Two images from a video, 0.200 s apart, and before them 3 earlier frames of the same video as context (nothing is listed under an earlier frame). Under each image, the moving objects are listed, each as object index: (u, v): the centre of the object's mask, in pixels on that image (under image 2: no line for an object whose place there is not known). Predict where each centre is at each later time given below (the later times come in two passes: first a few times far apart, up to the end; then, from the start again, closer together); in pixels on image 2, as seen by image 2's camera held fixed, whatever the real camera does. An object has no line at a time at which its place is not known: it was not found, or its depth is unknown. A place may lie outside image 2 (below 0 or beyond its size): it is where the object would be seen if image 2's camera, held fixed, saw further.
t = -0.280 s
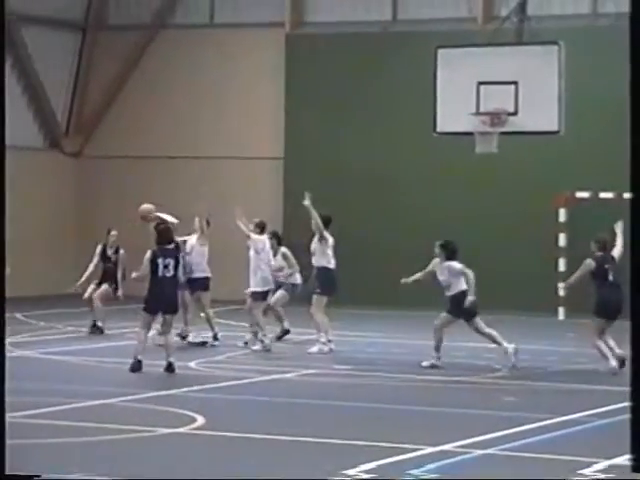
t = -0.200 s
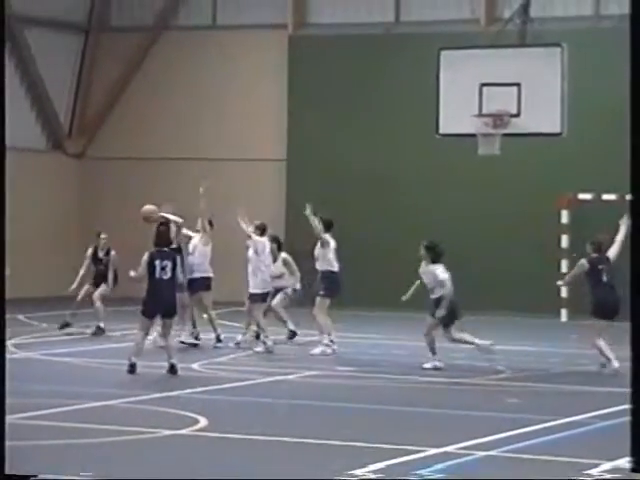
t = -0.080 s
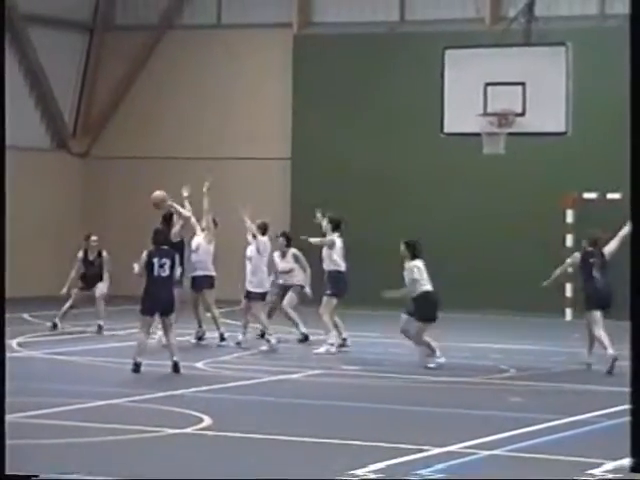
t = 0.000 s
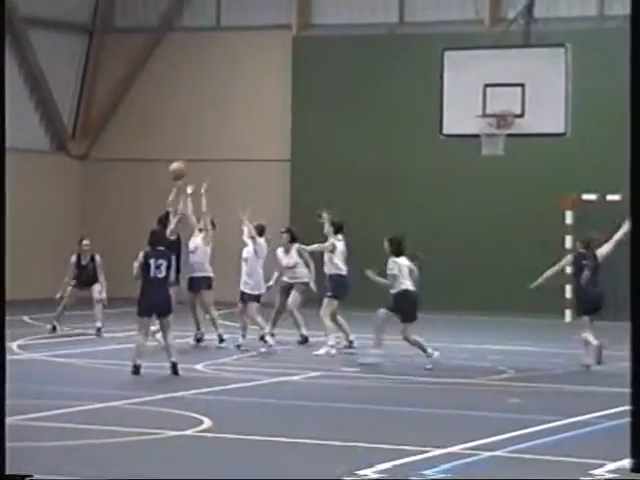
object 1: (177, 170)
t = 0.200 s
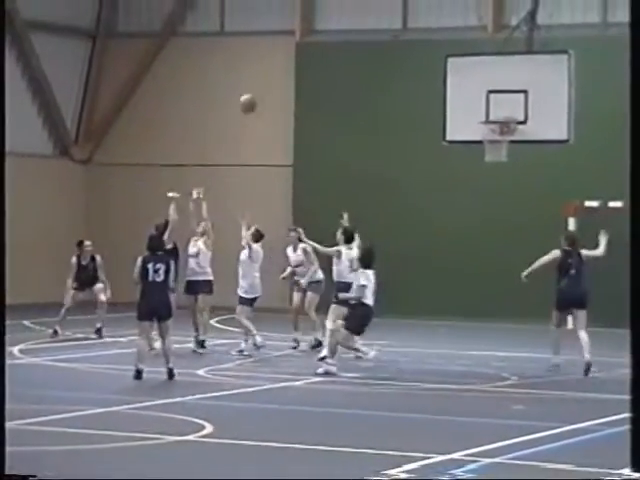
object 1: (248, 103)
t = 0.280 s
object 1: (275, 84)
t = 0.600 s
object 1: (376, 52)
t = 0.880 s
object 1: (462, 95)
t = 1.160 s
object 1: (489, 115)
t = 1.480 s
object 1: (497, 177)
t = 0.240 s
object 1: (262, 93)
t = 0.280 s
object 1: (275, 84)
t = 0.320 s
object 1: (287, 76)
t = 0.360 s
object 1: (299, 68)
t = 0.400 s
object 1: (312, 61)
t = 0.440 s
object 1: (327, 57)
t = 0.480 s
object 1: (338, 55)
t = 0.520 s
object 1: (351, 53)
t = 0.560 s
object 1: (363, 52)
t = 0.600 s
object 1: (376, 52)
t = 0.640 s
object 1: (388, 54)
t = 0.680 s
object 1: (400, 58)
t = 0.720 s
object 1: (413, 65)
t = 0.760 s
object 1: (425, 69)
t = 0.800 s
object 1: (437, 77)
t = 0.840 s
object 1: (450, 86)
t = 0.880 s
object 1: (462, 95)
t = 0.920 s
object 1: (473, 105)
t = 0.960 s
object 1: (483, 115)
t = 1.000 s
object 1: (485, 114)
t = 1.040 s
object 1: (485, 113)
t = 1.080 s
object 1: (487, 112)
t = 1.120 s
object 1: (488, 113)
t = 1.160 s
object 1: (489, 115)
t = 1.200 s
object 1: (490, 118)
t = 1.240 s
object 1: (492, 123)
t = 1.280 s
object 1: (493, 129)
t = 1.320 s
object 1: (493, 137)
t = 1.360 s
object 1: (494, 146)
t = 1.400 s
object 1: (495, 158)
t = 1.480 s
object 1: (497, 177)
